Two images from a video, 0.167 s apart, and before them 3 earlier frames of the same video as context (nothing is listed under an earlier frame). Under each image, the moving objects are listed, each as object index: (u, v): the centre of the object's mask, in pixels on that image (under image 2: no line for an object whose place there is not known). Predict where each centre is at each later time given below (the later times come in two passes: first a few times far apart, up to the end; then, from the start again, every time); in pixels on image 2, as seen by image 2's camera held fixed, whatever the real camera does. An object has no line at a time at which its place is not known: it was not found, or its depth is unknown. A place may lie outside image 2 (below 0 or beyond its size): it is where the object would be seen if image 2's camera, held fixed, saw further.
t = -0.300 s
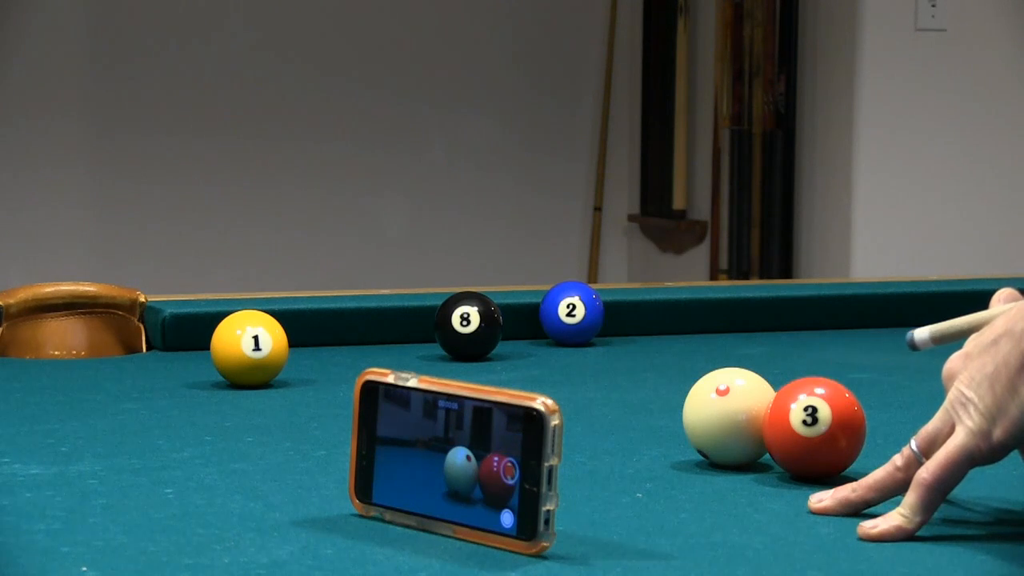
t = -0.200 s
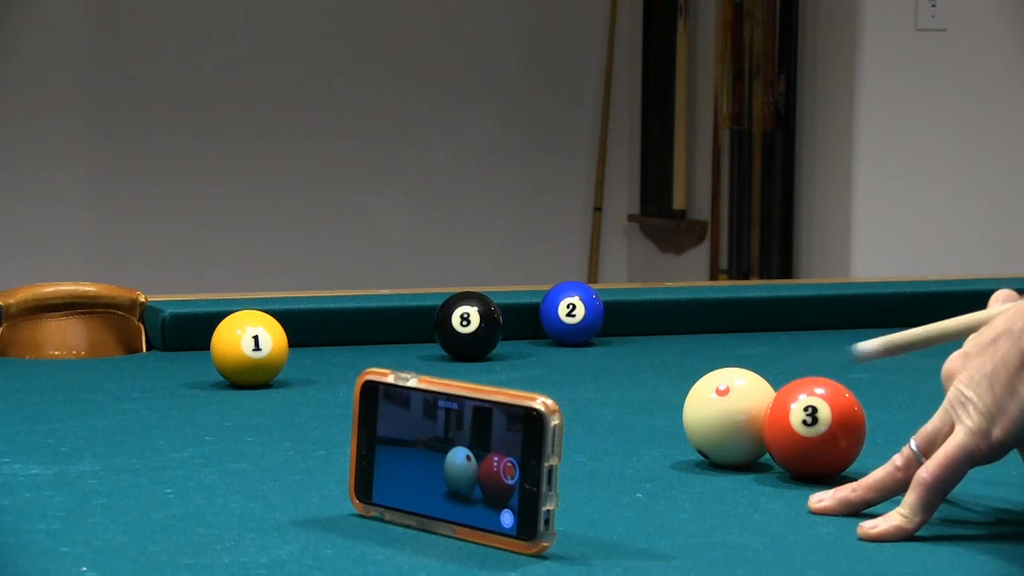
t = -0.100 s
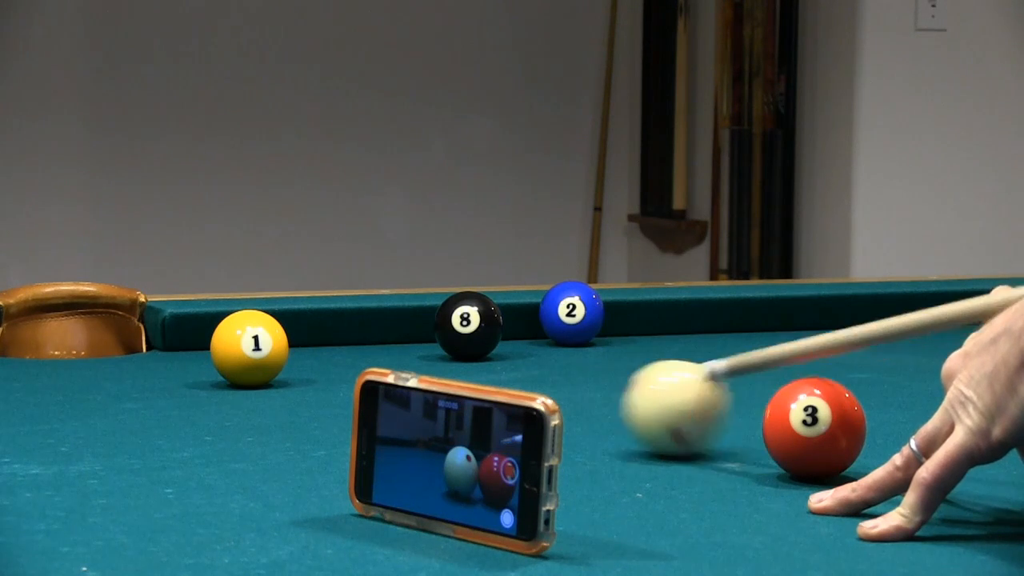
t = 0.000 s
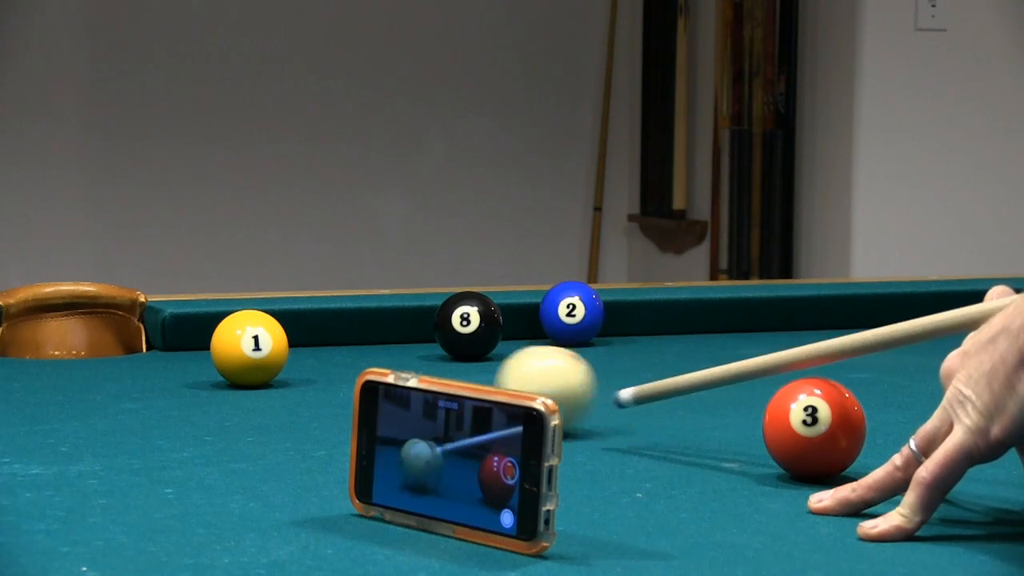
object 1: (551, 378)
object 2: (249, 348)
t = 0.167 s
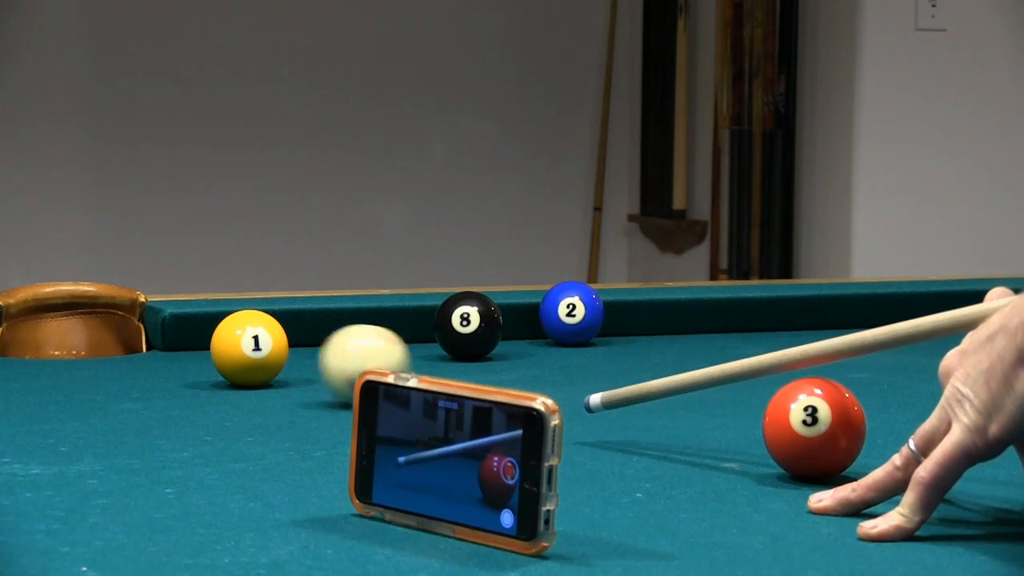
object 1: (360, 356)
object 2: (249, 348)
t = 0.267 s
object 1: (289, 356)
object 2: (227, 343)
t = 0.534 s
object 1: (222, 350)
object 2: (112, 325)
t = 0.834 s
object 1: (154, 344)
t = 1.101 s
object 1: (106, 340)
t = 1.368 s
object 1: (69, 336)
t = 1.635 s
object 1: (42, 333)
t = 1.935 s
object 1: (26, 329)
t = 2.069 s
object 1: (23, 328)
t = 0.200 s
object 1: (330, 359)
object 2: (249, 348)
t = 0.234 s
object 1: (303, 357)
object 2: (241, 346)
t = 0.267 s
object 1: (289, 356)
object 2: (227, 343)
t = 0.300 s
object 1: (283, 356)
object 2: (211, 341)
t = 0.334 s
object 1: (274, 355)
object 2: (195, 338)
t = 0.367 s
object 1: (265, 354)
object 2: (180, 336)
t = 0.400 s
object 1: (256, 353)
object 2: (165, 334)
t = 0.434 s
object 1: (247, 353)
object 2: (152, 331)
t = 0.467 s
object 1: (239, 352)
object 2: (138, 329)
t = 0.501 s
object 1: (230, 351)
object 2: (125, 327)
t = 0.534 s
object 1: (222, 350)
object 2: (112, 325)
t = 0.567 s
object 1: (214, 350)
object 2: (99, 323)
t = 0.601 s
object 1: (206, 349)
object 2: (87, 324)
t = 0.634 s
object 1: (198, 349)
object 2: (76, 333)
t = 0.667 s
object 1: (190, 348)
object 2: (65, 346)
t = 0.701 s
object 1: (183, 347)
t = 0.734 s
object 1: (175, 346)
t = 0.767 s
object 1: (168, 346)
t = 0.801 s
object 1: (161, 345)
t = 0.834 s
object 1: (154, 344)
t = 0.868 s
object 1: (148, 344)
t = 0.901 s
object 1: (141, 343)
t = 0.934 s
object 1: (135, 343)
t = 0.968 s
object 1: (129, 342)
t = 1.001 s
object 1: (123, 342)
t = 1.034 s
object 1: (117, 341)
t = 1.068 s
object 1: (111, 341)
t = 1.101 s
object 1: (106, 340)
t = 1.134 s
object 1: (101, 339)
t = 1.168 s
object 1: (96, 339)
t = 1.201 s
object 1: (91, 338)
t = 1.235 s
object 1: (86, 338)
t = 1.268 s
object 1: (82, 337)
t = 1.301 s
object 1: (77, 337)
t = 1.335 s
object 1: (73, 336)
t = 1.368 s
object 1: (69, 336)
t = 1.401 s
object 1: (65, 335)
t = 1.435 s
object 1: (61, 335)
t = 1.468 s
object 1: (58, 335)
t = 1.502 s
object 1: (55, 334)
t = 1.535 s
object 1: (51, 334)
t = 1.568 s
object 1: (48, 333)
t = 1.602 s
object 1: (45, 333)
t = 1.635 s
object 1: (42, 333)
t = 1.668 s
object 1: (39, 332)
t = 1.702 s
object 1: (37, 332)
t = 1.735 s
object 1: (34, 331)
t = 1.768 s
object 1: (33, 331)
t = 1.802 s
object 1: (31, 330)
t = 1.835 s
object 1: (29, 330)
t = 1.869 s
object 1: (28, 330)
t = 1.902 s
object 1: (27, 329)
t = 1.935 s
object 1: (26, 329)
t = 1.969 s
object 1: (25, 329)
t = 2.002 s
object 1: (24, 329)
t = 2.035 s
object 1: (23, 328)
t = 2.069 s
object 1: (23, 328)
